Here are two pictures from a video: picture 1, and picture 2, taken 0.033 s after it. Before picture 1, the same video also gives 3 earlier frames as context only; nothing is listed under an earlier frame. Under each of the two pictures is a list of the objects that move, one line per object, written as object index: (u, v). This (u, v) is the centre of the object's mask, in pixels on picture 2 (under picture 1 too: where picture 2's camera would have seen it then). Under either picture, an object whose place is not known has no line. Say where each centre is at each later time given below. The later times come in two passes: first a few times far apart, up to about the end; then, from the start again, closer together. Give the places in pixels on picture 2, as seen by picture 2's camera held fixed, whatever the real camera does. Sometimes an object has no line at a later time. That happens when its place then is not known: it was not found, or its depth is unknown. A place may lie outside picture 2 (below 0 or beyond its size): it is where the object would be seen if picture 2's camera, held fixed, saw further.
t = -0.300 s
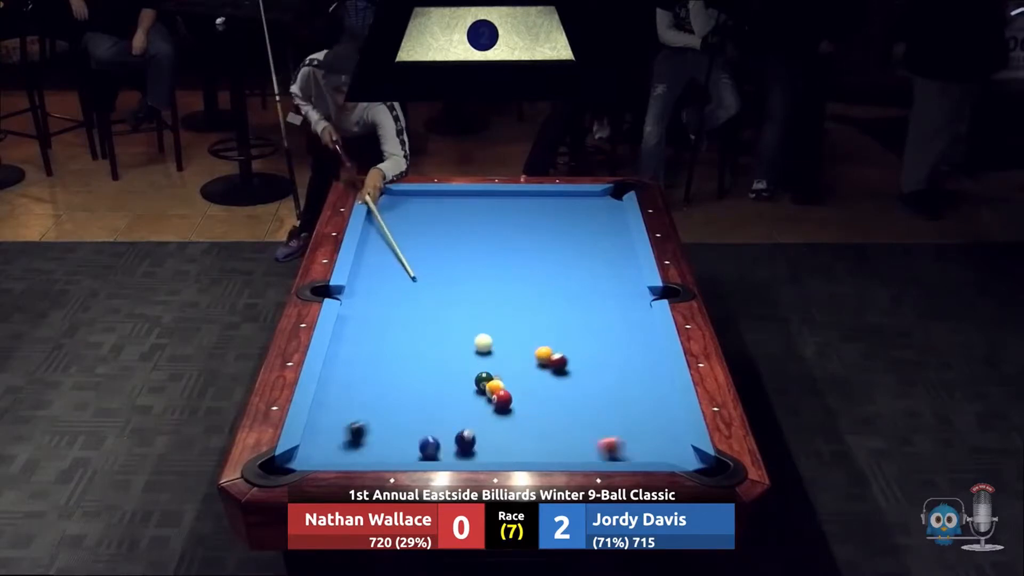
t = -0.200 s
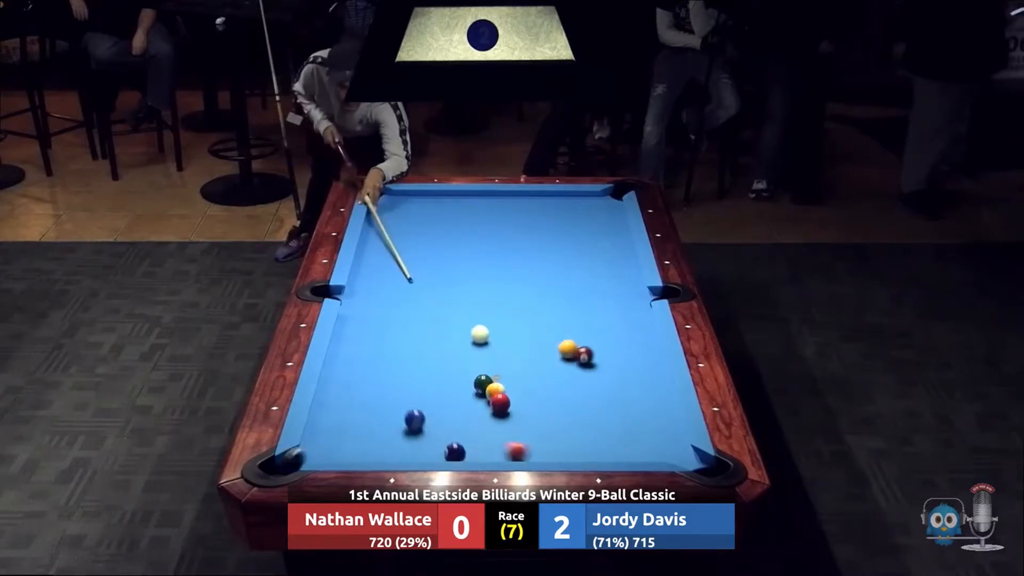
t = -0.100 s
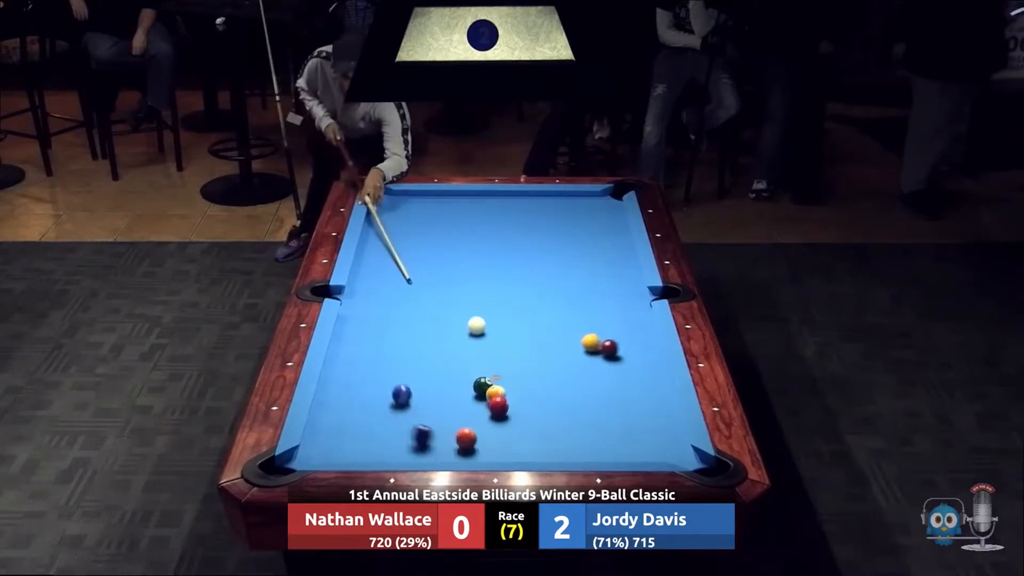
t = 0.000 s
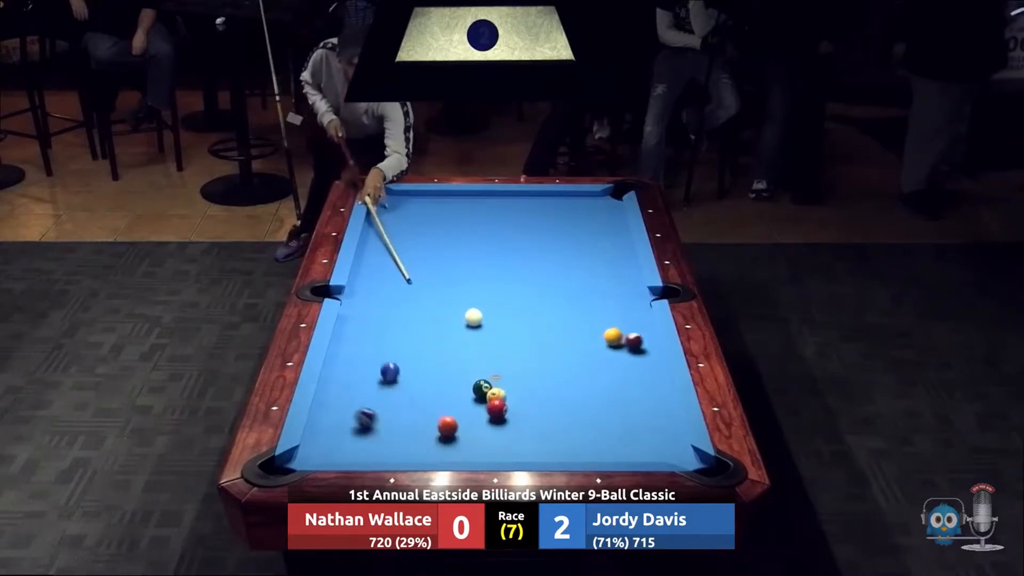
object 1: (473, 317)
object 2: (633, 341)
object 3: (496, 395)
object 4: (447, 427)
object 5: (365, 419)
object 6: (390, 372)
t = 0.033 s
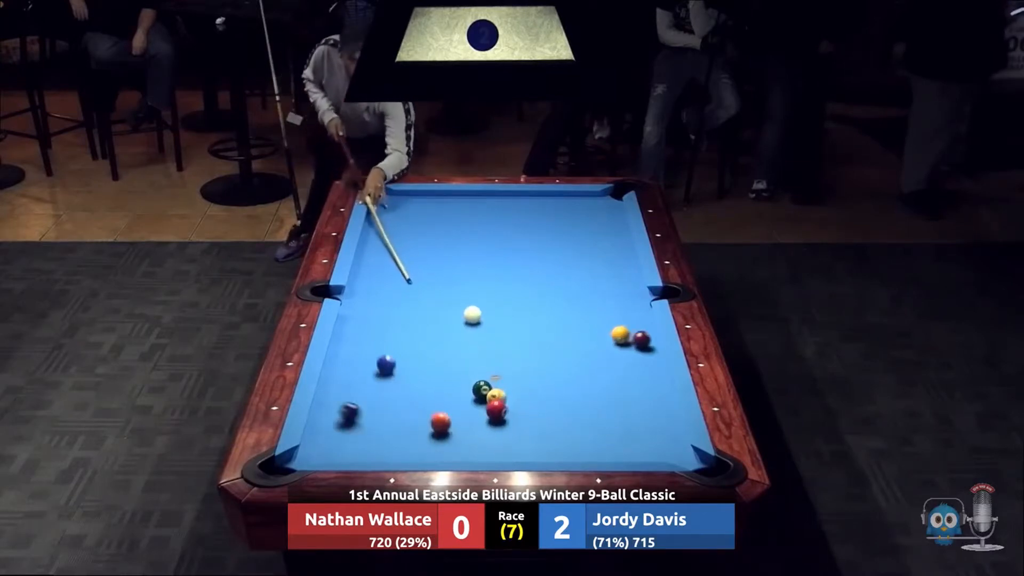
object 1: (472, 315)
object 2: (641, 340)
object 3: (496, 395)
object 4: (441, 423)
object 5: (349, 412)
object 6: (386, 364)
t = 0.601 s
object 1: (457, 275)
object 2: (625, 325)
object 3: (498, 409)
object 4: (339, 365)
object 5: (476, 358)
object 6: (381, 299)
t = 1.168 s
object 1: (447, 242)
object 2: (608, 308)
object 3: (499, 419)
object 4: (393, 301)
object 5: (610, 323)
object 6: (487, 323)
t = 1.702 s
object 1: (439, 218)
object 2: (618, 275)
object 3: (498, 421)
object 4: (441, 254)
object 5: (627, 330)
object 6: (589, 347)
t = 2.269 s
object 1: (433, 196)
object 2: (627, 247)
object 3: (498, 421)
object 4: (480, 214)
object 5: (589, 342)
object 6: (635, 370)
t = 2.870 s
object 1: (426, 205)
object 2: (614, 226)
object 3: (498, 421)
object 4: (525, 203)
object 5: (555, 353)
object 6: (568, 393)
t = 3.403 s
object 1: (420, 216)
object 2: (602, 212)
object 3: (498, 421)
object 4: (576, 224)
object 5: (530, 360)
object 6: (512, 410)
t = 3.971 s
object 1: (413, 226)
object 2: (591, 199)
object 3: (481, 432)
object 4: (626, 245)
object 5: (509, 367)
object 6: (494, 411)
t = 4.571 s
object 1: (408, 233)
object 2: (586, 198)
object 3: (469, 438)
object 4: (603, 259)
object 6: (495, 411)
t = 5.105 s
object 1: (406, 238)
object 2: (584, 204)
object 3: (466, 439)
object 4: (585, 271)
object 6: (495, 411)
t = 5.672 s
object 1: (406, 240)
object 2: (582, 206)
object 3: (466, 439)
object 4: (568, 281)
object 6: (495, 411)
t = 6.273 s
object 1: (405, 241)
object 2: (581, 207)
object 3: (467, 438)
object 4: (555, 289)
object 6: (495, 411)
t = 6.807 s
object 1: (405, 241)
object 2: (581, 207)
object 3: (466, 438)
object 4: (546, 294)
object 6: (495, 411)
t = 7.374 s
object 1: (405, 241)
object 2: (581, 207)
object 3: (466, 438)
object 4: (540, 296)
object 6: (495, 411)
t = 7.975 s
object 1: (405, 241)
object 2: (581, 207)
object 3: (466, 438)
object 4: (539, 297)
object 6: (495, 411)
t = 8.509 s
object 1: (405, 241)
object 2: (581, 207)
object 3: (466, 438)
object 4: (539, 296)
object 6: (495, 411)
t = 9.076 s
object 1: (405, 241)
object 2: (581, 207)
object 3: (466, 438)
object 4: (539, 297)
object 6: (495, 411)
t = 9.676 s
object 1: (405, 241)
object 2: (581, 207)
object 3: (466, 438)
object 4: (539, 297)
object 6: (495, 411)
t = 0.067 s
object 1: (471, 312)
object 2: (649, 337)
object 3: (497, 396)
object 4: (434, 419)
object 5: (334, 407)
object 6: (382, 357)
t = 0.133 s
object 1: (469, 307)
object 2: (650, 336)
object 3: (497, 398)
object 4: (421, 412)
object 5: (334, 398)
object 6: (375, 343)
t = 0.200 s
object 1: (467, 302)
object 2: (646, 334)
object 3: (497, 400)
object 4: (408, 404)
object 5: (358, 392)
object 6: (368, 330)
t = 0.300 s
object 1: (465, 295)
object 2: (640, 332)
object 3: (498, 402)
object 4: (390, 393)
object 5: (390, 380)
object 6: (359, 312)
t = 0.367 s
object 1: (463, 290)
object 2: (637, 331)
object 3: (498, 404)
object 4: (378, 387)
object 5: (410, 377)
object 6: (353, 301)
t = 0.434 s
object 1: (461, 286)
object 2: (633, 329)
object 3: (498, 406)
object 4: (367, 380)
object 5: (429, 372)
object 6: (349, 291)
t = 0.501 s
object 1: (460, 281)
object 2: (630, 328)
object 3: (498, 407)
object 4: (356, 374)
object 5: (448, 366)
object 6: (362, 295)
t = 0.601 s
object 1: (457, 275)
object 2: (625, 325)
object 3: (498, 409)
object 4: (339, 365)
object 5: (476, 358)
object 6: (381, 299)
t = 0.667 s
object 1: (456, 270)
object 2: (622, 324)
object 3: (498, 411)
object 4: (336, 358)
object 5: (494, 353)
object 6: (393, 302)
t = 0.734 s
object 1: (455, 266)
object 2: (620, 323)
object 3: (498, 412)
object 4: (345, 350)
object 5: (511, 348)
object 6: (406, 305)
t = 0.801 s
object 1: (453, 262)
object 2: (616, 321)
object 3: (498, 413)
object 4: (353, 341)
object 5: (528, 343)
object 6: (418, 308)
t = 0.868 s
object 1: (452, 259)
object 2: (614, 320)
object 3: (498, 415)
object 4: (361, 334)
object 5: (545, 338)
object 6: (431, 311)
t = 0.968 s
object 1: (450, 253)
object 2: (610, 318)
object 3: (498, 416)
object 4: (372, 322)
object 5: (570, 331)
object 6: (450, 315)
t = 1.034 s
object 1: (449, 249)
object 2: (607, 317)
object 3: (498, 417)
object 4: (379, 315)
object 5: (585, 326)
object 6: (462, 318)
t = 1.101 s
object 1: (448, 246)
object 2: (607, 313)
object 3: (499, 417)
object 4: (386, 308)
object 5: (599, 323)
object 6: (475, 321)
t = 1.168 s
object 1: (447, 242)
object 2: (608, 308)
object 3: (499, 419)
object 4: (393, 301)
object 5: (610, 323)
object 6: (487, 323)
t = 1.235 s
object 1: (446, 239)
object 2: (610, 305)
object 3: (499, 419)
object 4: (400, 294)
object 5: (619, 323)
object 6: (500, 326)
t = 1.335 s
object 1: (444, 234)
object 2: (611, 298)
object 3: (499, 420)
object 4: (409, 285)
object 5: (635, 324)
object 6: (519, 331)
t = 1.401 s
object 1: (443, 231)
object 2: (612, 293)
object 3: (499, 420)
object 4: (415, 279)
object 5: (645, 324)
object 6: (531, 333)
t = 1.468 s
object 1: (442, 228)
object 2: (614, 289)
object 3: (499, 420)
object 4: (421, 273)
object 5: (644, 325)
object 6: (544, 336)
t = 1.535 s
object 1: (441, 225)
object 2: (615, 285)
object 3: (498, 421)
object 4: (427, 267)
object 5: (639, 327)
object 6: (556, 339)
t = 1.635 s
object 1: (440, 220)
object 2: (617, 279)
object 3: (498, 421)
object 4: (435, 259)
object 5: (632, 329)
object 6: (576, 344)
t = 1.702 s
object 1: (439, 218)
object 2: (618, 275)
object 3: (498, 421)
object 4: (441, 254)
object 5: (627, 330)
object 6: (589, 347)
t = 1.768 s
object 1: (438, 215)
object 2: (619, 272)
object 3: (498, 421)
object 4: (446, 248)
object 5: (623, 332)
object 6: (602, 350)
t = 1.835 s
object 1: (437, 212)
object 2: (620, 268)
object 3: (498, 421)
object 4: (451, 243)
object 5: (618, 333)
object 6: (614, 353)
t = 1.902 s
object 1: (436, 209)
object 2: (621, 265)
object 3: (498, 421)
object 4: (456, 238)
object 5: (613, 334)
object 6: (627, 356)
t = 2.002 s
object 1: (435, 206)
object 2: (623, 260)
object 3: (498, 421)
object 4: (463, 231)
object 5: (607, 337)
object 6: (646, 360)
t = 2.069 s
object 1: (435, 203)
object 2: (624, 256)
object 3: (498, 421)
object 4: (467, 227)
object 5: (602, 338)
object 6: (658, 363)
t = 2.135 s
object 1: (434, 201)
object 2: (625, 253)
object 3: (498, 421)
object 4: (472, 222)
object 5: (598, 340)
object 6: (650, 365)
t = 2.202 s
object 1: (433, 198)
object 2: (626, 250)
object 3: (498, 421)
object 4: (476, 218)
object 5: (594, 341)
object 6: (643, 368)
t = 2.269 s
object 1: (433, 196)
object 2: (627, 247)
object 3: (498, 421)
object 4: (480, 214)
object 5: (589, 342)
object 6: (635, 370)
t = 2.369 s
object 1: (432, 194)
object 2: (626, 243)
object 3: (498, 421)
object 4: (487, 208)
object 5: (583, 344)
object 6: (624, 374)
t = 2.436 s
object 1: (431, 195)
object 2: (624, 240)
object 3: (498, 421)
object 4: (491, 204)
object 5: (579, 345)
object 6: (616, 377)
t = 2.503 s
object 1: (430, 197)
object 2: (622, 238)
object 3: (498, 421)
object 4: (495, 199)
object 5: (575, 347)
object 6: (608, 379)
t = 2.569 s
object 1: (429, 198)
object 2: (621, 236)
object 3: (498, 421)
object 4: (498, 196)
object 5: (571, 348)
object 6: (601, 381)
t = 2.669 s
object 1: (428, 201)
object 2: (618, 232)
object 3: (498, 421)
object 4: (507, 196)
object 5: (566, 349)
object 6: (590, 386)
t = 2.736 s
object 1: (428, 202)
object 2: (616, 230)
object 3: (498, 421)
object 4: (513, 199)
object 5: (562, 350)
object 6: (582, 388)
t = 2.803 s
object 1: (427, 204)
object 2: (615, 228)
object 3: (498, 421)
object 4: (519, 201)
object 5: (558, 352)
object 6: (575, 390)
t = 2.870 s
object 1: (426, 205)
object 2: (614, 226)
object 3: (498, 421)
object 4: (525, 203)
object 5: (555, 353)
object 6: (568, 393)
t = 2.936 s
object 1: (425, 207)
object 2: (612, 224)
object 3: (498, 421)
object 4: (531, 206)
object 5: (551, 354)
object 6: (560, 395)
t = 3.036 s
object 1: (424, 209)
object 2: (610, 221)
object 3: (498, 421)
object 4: (541, 210)
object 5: (546, 355)
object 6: (550, 398)
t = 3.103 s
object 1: (423, 210)
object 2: (608, 219)
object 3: (498, 421)
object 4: (547, 212)
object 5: (543, 356)
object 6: (542, 401)
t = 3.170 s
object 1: (422, 212)
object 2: (607, 217)
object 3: (498, 421)
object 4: (554, 215)
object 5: (540, 357)
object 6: (535, 403)
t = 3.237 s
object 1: (422, 213)
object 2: (605, 215)
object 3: (498, 421)
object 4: (560, 217)
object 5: (537, 358)
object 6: (528, 406)
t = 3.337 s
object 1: (420, 215)
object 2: (603, 213)
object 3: (498, 421)
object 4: (569, 221)
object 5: (533, 359)
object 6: (518, 409)
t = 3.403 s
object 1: (420, 216)
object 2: (602, 212)
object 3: (498, 421)
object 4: (576, 224)
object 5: (530, 360)
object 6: (512, 410)
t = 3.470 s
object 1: (419, 217)
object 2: (600, 210)
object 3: (497, 423)
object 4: (582, 226)
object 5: (527, 361)
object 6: (507, 410)
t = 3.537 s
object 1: (418, 218)
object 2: (599, 208)
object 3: (495, 424)
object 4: (588, 229)
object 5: (524, 362)
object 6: (503, 410)
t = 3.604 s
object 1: (417, 220)
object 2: (598, 207)
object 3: (493, 426)
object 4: (594, 231)
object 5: (522, 363)
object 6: (499, 410)
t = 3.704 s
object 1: (416, 221)
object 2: (596, 205)
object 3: (490, 427)
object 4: (604, 235)
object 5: (518, 364)
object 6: (495, 410)
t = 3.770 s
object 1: (416, 223)
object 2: (595, 203)
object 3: (488, 429)
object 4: (610, 237)
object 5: (515, 365)
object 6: (495, 411)
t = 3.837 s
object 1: (415, 224)
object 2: (593, 202)
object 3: (485, 430)
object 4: (617, 240)
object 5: (513, 365)
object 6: (494, 411)
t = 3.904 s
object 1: (414, 225)
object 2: (592, 200)
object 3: (483, 431)
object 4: (623, 242)
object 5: (511, 366)
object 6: (494, 411)
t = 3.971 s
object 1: (413, 226)
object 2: (591, 199)
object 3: (481, 432)
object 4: (626, 245)
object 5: (509, 367)
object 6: (494, 411)
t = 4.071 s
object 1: (413, 227)
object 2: (590, 197)
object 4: (622, 247)
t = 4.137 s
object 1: (412, 228)
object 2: (589, 196)
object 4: (620, 249)
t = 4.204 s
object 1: (411, 229)
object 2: (588, 195)
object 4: (617, 251)
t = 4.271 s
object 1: (410, 230)
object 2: (588, 196)
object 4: (615, 252)
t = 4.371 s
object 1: (409, 231)
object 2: (587, 197)
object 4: (610, 255)
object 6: (495, 411)
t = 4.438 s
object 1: (409, 232)
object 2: (587, 197)
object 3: (471, 437)
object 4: (608, 256)
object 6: (495, 411)
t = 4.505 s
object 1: (409, 233)
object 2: (586, 198)
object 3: (470, 438)
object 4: (606, 258)
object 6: (495, 411)
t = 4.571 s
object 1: (408, 233)
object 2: (586, 198)
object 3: (469, 438)
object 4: (603, 259)
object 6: (495, 411)
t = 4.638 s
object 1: (407, 234)
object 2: (586, 199)
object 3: (469, 438)
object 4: (601, 261)
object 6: (495, 411)
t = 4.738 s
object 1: (407, 235)
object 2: (585, 200)
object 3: (468, 438)
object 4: (597, 263)
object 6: (495, 411)
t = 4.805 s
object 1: (406, 236)
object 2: (585, 200)
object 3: (467, 438)
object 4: (595, 264)
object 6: (495, 411)
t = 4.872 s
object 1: (406, 236)
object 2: (585, 200)
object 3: (467, 439)
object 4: (593, 266)
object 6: (495, 411)
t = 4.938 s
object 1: (406, 237)
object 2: (585, 201)
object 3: (467, 438)
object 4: (590, 267)
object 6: (495, 411)
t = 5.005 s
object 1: (406, 237)
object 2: (584, 203)
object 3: (467, 439)
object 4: (588, 269)
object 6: (495, 411)
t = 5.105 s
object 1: (406, 238)
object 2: (584, 204)
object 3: (466, 439)
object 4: (585, 271)
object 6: (495, 411)
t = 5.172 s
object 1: (406, 239)
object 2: (584, 204)
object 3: (466, 439)
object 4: (583, 272)
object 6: (495, 411)
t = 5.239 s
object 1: (406, 239)
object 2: (584, 204)
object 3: (466, 439)
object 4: (581, 273)
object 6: (495, 411)
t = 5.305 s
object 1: (406, 239)
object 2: (583, 204)
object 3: (466, 439)
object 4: (579, 274)
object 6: (495, 411)
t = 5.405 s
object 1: (406, 240)
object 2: (583, 205)
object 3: (466, 439)
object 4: (576, 276)
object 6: (495, 411)
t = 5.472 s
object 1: (406, 240)
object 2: (583, 205)
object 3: (466, 439)
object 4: (574, 277)
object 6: (495, 411)
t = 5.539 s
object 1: (406, 240)
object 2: (582, 206)
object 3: (466, 438)
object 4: (572, 279)
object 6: (495, 411)
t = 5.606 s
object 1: (406, 240)
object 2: (582, 206)
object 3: (466, 439)
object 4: (570, 280)
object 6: (495, 411)
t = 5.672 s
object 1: (406, 240)
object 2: (582, 206)
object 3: (466, 439)
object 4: (568, 281)
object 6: (495, 411)
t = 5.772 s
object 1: (405, 241)
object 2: (582, 206)
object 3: (466, 438)
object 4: (566, 282)
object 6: (495, 411)
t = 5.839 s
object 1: (405, 241)
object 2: (582, 206)
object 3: (466, 439)
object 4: (564, 283)
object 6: (495, 411)
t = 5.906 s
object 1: (405, 241)
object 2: (582, 206)
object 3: (466, 438)
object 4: (563, 284)
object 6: (495, 411)
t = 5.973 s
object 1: (405, 241)
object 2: (581, 206)
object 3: (466, 438)
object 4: (561, 285)
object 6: (495, 411)
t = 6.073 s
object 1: (405, 241)
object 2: (581, 207)
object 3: (466, 438)
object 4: (559, 286)
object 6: (495, 411)
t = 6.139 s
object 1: (405, 241)
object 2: (582, 207)
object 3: (466, 438)
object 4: (558, 287)
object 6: (495, 411)
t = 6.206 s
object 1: (405, 241)
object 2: (582, 207)
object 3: (467, 438)
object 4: (556, 288)
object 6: (495, 411)
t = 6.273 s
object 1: (405, 241)
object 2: (581, 207)
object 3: (467, 438)
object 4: (555, 289)
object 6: (495, 411)
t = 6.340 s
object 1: (405, 241)
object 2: (582, 207)
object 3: (466, 438)
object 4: (554, 289)
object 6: (495, 411)
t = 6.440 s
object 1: (405, 241)
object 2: (581, 207)
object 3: (466, 438)
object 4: (552, 290)
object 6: (495, 411)
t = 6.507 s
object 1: (405, 241)
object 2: (581, 207)
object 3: (466, 438)
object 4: (551, 291)
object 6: (495, 411)
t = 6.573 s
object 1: (405, 241)
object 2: (581, 207)
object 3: (466, 438)
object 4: (549, 292)
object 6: (495, 411)
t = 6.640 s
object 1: (405, 241)
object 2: (581, 207)
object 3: (466, 438)
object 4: (548, 292)
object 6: (495, 411)
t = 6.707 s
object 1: (405, 241)
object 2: (581, 207)
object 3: (466, 438)
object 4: (547, 293)
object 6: (495, 411)
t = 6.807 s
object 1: (405, 241)
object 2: (581, 207)
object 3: (466, 438)
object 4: (546, 294)
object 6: (495, 411)
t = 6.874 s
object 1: (405, 241)
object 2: (581, 207)
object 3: (466, 438)
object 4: (545, 294)
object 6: (495, 411)
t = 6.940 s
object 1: (405, 241)
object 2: (581, 207)
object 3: (466, 438)
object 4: (544, 294)
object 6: (495, 411)
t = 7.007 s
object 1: (405, 241)
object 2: (581, 207)
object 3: (466, 438)
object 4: (543, 295)
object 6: (495, 411)
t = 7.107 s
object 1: (405, 241)
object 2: (581, 207)
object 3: (466, 438)
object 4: (542, 295)
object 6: (495, 411)
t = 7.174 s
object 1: (405, 241)
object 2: (581, 207)
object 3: (466, 438)
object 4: (541, 296)
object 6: (495, 411)
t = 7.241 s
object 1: (405, 241)
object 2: (581, 207)
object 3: (466, 438)
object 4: (541, 296)
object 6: (495, 411)
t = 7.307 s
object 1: (405, 241)
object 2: (581, 207)
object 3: (466, 438)
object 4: (541, 296)
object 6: (495, 411)
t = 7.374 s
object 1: (405, 241)
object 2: (581, 207)
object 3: (466, 438)
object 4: (540, 296)
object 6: (495, 411)
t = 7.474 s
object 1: (405, 241)
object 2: (581, 207)
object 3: (466, 438)
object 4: (540, 296)
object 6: (495, 411)
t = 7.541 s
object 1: (405, 241)
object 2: (581, 207)
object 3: (466, 438)
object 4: (539, 297)
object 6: (495, 411)
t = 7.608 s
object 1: (405, 241)
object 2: (581, 207)
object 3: (466, 438)
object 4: (539, 297)
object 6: (495, 411)
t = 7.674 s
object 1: (405, 241)
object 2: (581, 207)
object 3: (466, 438)
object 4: (539, 297)
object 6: (495, 411)
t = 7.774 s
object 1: (405, 241)
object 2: (581, 207)
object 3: (466, 438)
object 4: (539, 297)
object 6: (495, 411)
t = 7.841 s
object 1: (405, 241)
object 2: (581, 207)
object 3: (466, 438)
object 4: (539, 297)
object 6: (495, 411)
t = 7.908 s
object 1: (405, 241)
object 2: (581, 207)
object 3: (466, 438)
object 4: (539, 297)
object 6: (495, 411)
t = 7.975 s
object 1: (405, 241)
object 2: (581, 207)
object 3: (466, 438)
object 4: (539, 297)
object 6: (495, 411)
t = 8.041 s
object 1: (405, 241)
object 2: (581, 207)
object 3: (466, 438)
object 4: (539, 297)
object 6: (495, 411)
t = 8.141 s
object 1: (405, 241)
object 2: (581, 207)
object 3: (466, 438)
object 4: (539, 297)
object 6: (495, 411)
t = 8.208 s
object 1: (405, 241)
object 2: (581, 207)
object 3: (466, 438)
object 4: (539, 297)
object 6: (495, 411)
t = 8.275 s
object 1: (405, 241)
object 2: (581, 207)
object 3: (466, 438)
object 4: (539, 297)
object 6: (495, 411)
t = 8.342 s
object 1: (405, 241)
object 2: (581, 207)
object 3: (466, 438)
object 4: (539, 297)
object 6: (495, 411)
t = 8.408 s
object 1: (405, 241)
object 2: (581, 207)
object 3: (466, 438)
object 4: (539, 297)
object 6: (495, 411)
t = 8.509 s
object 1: (405, 241)
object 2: (581, 207)
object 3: (466, 438)
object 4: (539, 296)
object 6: (495, 411)
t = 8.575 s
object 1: (405, 241)
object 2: (581, 207)
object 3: (466, 438)
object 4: (539, 297)
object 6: (495, 411)
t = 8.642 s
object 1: (405, 241)
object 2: (581, 207)
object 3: (466, 438)
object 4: (539, 297)
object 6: (495, 411)
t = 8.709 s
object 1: (405, 241)
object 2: (581, 207)
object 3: (466, 438)
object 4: (539, 297)
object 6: (495, 411)
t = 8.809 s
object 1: (405, 241)
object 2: (581, 207)
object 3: (466, 438)
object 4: (539, 297)
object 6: (495, 411)
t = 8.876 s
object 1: (405, 241)
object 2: (581, 207)
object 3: (466, 438)
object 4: (539, 297)
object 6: (495, 411)
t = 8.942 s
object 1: (405, 241)
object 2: (581, 207)
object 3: (466, 438)
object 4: (539, 297)
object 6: (495, 411)
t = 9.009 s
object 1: (405, 241)
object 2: (581, 207)
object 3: (466, 438)
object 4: (539, 297)
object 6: (495, 411)
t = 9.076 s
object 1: (405, 241)
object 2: (581, 207)
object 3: (466, 438)
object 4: (539, 297)
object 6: (495, 411)
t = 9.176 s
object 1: (405, 241)
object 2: (581, 207)
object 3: (466, 438)
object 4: (539, 296)
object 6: (495, 411)
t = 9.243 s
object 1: (405, 241)
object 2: (581, 207)
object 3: (466, 438)
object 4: (539, 297)
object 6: (495, 411)
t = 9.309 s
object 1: (405, 241)
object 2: (581, 207)
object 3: (466, 438)
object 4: (539, 297)
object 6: (495, 411)
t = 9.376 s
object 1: (405, 241)
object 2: (581, 207)
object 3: (466, 438)
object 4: (539, 297)
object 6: (495, 411)
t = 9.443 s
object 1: (405, 241)
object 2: (581, 207)
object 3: (466, 438)
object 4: (539, 297)
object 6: (495, 411)
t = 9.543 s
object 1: (405, 241)
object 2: (581, 207)
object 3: (466, 438)
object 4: (539, 297)
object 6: (495, 411)
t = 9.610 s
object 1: (405, 241)
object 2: (581, 207)
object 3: (466, 438)
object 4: (539, 297)
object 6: (495, 411)
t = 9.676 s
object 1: (405, 241)
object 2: (581, 207)
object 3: (466, 438)
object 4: (539, 297)
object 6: (495, 411)
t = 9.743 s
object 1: (405, 241)
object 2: (581, 207)
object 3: (466, 438)
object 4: (539, 297)
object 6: (495, 411)
